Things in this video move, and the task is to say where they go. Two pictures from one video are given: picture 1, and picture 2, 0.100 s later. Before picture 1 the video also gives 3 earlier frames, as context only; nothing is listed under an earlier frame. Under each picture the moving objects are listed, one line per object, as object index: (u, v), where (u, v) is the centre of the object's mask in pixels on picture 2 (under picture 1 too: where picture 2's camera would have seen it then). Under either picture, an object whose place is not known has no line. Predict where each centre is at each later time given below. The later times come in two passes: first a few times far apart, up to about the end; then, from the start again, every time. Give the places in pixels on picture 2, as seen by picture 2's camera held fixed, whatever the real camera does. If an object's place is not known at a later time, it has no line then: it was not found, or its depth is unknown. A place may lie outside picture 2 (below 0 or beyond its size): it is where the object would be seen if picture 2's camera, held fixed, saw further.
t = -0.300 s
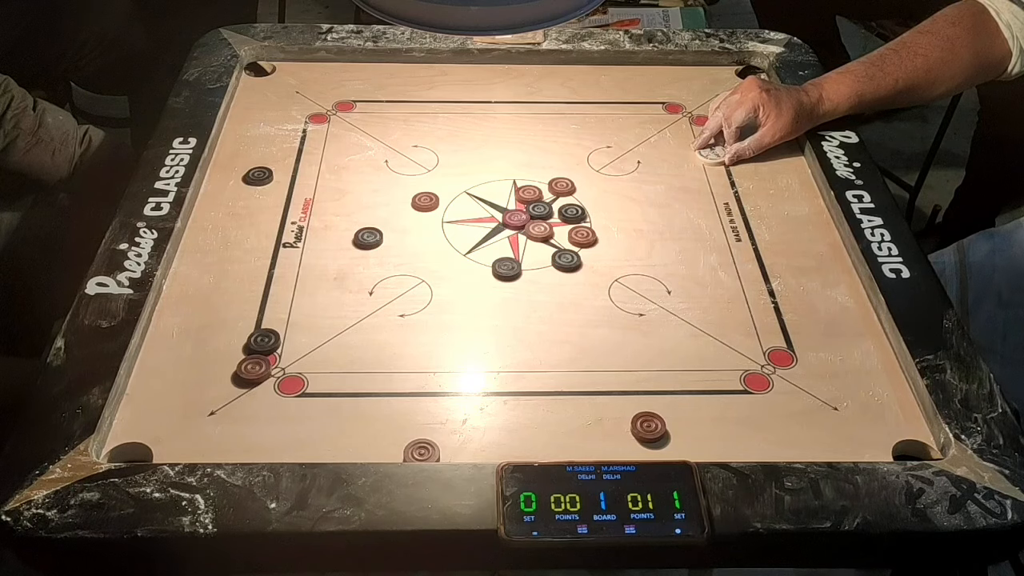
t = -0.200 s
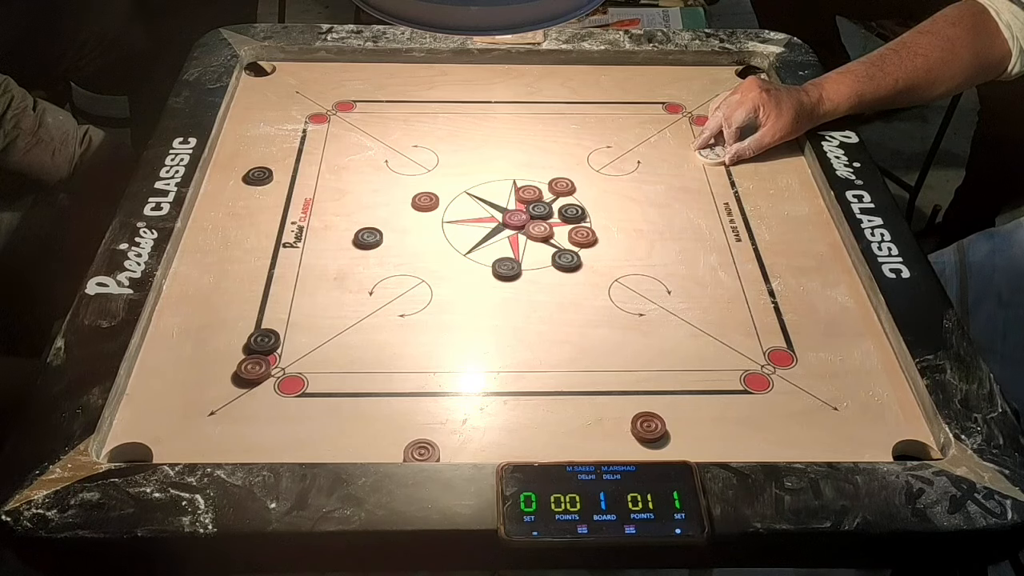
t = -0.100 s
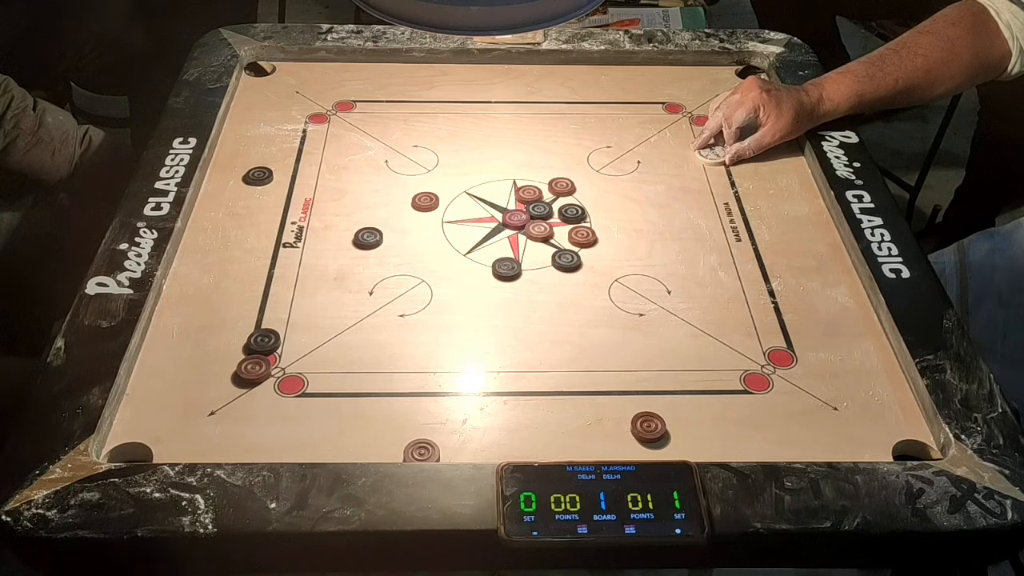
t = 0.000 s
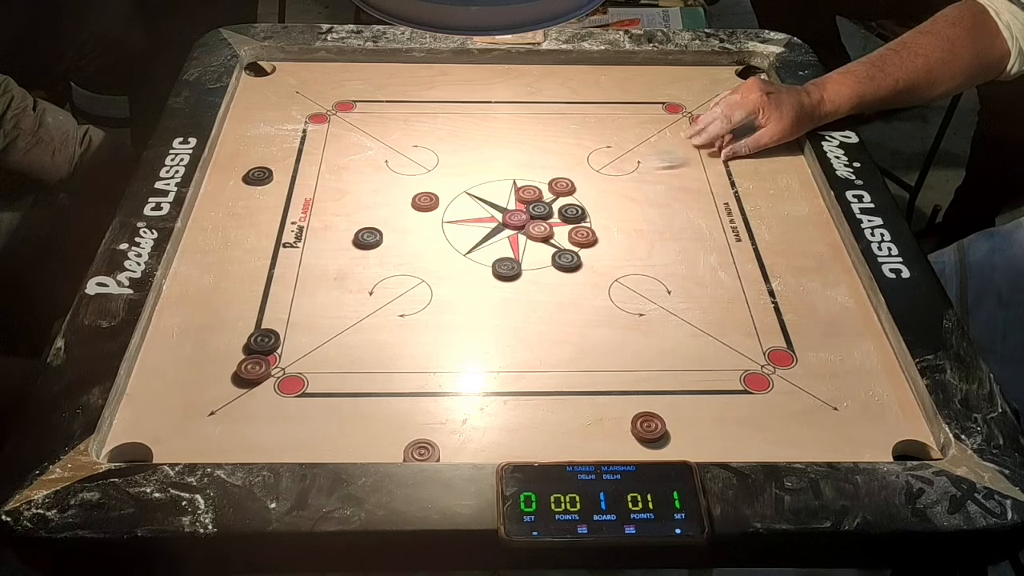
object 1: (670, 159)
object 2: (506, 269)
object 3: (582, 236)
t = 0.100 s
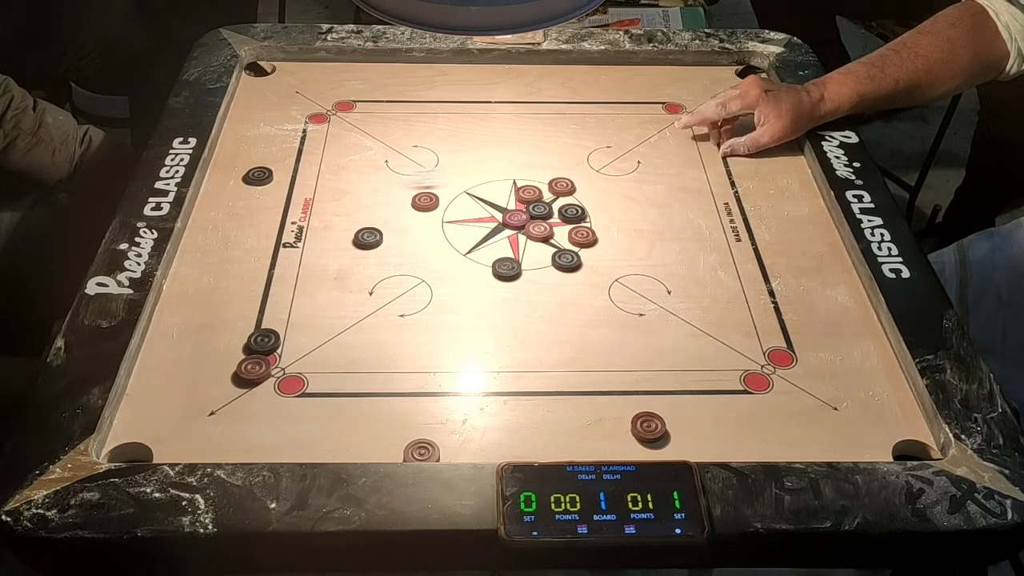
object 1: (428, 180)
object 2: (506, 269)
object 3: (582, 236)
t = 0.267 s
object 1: (324, 229)
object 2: (506, 269)
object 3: (582, 236)
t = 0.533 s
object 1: (512, 262)
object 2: (691, 257)
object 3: (607, 222)
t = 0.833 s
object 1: (640, 281)
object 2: (792, 263)
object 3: (612, 221)
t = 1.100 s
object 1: (681, 287)
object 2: (797, 263)
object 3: (612, 221)
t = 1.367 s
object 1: (683, 288)
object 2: (797, 263)
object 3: (612, 221)
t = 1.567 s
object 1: (683, 288)
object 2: (797, 263)
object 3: (612, 221)
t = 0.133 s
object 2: (506, 269)
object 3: (582, 236)
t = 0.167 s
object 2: (506, 269)
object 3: (582, 236)
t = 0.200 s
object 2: (506, 269)
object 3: (582, 236)
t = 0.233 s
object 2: (506, 269)
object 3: (582, 236)
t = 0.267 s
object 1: (324, 229)
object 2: (506, 269)
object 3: (582, 236)
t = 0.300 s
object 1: (355, 235)
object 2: (506, 269)
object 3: (582, 236)
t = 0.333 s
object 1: (380, 241)
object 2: (512, 269)
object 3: (582, 236)
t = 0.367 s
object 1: (404, 244)
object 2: (580, 256)
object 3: (582, 236)
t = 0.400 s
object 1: (427, 248)
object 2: (604, 255)
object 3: (585, 229)
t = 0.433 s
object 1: (450, 251)
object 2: (628, 256)
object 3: (592, 226)
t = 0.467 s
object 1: (472, 256)
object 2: (650, 256)
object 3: (598, 225)
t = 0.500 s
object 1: (492, 258)
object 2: (671, 257)
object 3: (603, 223)
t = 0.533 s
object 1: (512, 262)
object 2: (691, 257)
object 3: (607, 222)
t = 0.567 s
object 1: (530, 265)
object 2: (709, 258)
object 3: (610, 222)
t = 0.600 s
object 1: (548, 268)
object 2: (725, 259)
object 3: (612, 221)
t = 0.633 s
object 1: (564, 270)
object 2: (739, 259)
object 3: (612, 221)
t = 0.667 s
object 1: (580, 272)
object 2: (753, 260)
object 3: (612, 221)
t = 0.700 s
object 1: (595, 274)
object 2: (764, 261)
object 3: (612, 221)
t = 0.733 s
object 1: (607, 275)
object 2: (774, 261)
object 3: (612, 221)
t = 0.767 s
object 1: (619, 278)
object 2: (782, 262)
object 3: (612, 221)
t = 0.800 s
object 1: (631, 279)
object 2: (788, 262)
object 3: (612, 221)
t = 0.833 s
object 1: (640, 281)
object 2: (792, 263)
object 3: (612, 221)
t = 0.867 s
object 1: (649, 282)
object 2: (795, 263)
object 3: (612, 221)
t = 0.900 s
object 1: (656, 283)
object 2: (797, 263)
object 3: (612, 221)
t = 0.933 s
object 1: (663, 284)
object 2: (797, 263)
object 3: (612, 221)
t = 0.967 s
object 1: (668, 285)
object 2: (797, 263)
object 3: (612, 221)
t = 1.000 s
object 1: (672, 286)
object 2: (797, 263)
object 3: (612, 221)
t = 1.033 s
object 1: (677, 286)
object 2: (797, 263)
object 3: (612, 221)
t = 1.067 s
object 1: (680, 287)
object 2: (797, 263)
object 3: (612, 221)
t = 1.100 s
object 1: (681, 287)
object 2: (797, 263)
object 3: (612, 221)
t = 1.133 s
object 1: (682, 287)
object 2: (797, 263)
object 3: (612, 221)
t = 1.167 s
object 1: (683, 288)
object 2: (797, 263)
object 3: (612, 221)
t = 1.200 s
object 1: (683, 288)
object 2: (797, 263)
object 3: (612, 221)
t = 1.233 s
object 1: (683, 288)
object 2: (797, 263)
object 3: (612, 221)
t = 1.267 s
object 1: (683, 288)
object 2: (797, 263)
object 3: (612, 221)
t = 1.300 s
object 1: (683, 288)
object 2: (797, 263)
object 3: (612, 221)
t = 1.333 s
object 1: (683, 288)
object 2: (797, 263)
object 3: (612, 221)
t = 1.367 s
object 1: (683, 288)
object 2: (797, 263)
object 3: (612, 221)
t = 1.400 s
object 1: (683, 288)
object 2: (797, 263)
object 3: (612, 221)
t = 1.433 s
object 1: (683, 288)
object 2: (797, 263)
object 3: (612, 221)
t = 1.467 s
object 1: (683, 288)
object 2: (797, 263)
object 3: (612, 221)
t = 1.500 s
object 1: (683, 288)
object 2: (797, 263)
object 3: (612, 221)
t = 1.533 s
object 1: (683, 288)
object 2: (797, 263)
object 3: (612, 221)
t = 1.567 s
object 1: (683, 288)
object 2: (797, 263)
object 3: (612, 221)
